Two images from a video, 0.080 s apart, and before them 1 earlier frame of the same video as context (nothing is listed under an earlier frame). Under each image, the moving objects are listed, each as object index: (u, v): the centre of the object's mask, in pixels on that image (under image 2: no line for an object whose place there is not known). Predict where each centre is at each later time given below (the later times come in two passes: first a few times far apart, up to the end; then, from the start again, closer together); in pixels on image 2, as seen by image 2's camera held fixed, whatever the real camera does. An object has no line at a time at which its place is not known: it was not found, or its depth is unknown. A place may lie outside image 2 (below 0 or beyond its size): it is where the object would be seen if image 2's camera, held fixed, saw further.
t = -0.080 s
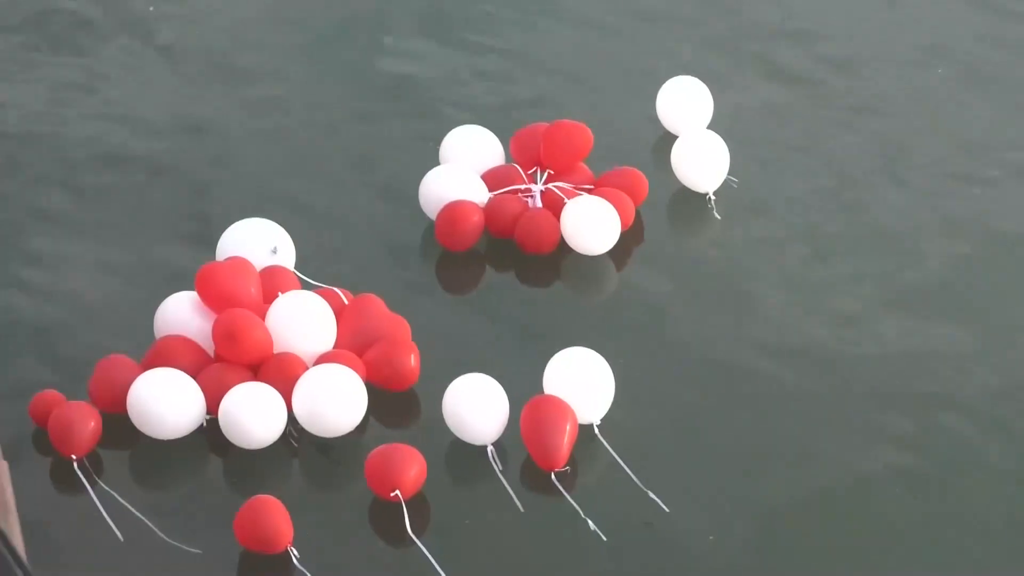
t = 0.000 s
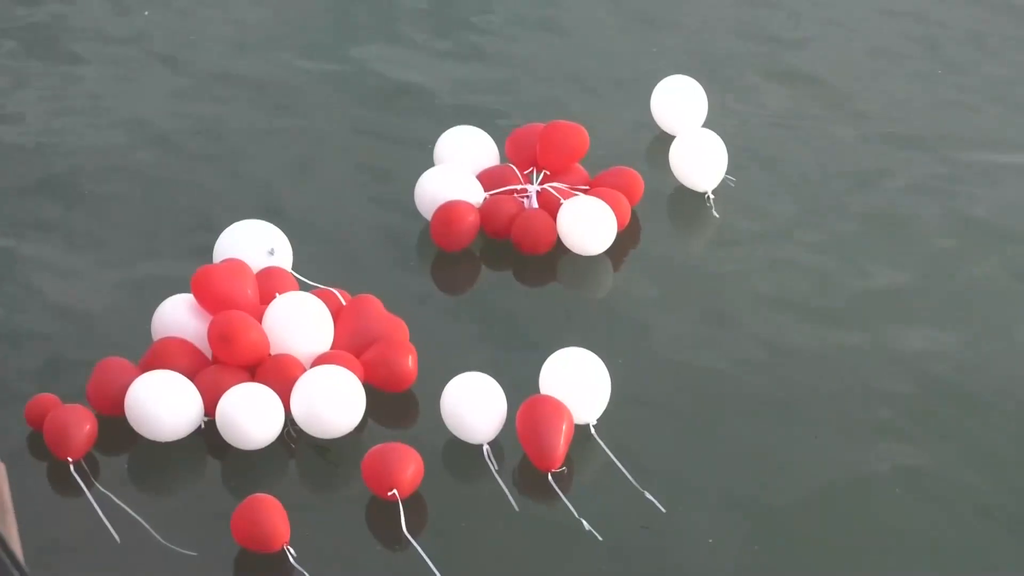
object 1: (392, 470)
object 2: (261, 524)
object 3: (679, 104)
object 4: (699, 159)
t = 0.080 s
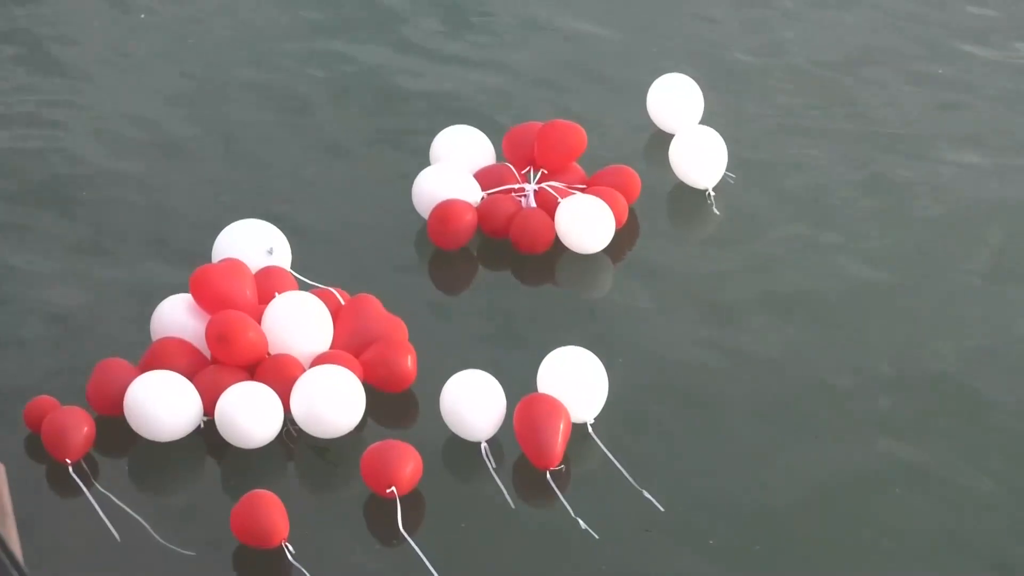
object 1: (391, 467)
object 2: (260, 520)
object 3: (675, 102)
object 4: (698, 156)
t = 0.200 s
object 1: (391, 465)
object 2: (261, 513)
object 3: (673, 102)
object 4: (702, 154)
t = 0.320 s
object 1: (391, 462)
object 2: (261, 506)
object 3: (671, 103)
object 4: (706, 151)
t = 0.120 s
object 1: (391, 467)
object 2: (260, 518)
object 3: (674, 102)
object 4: (700, 156)
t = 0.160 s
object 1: (392, 465)
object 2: (260, 515)
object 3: (673, 102)
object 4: (701, 155)
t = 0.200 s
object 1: (391, 465)
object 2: (261, 513)
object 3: (673, 102)
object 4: (702, 154)
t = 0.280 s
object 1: (391, 463)
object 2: (261, 509)
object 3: (672, 103)
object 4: (704, 152)
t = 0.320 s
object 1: (391, 462)
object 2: (261, 506)
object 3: (671, 103)
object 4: (706, 151)
